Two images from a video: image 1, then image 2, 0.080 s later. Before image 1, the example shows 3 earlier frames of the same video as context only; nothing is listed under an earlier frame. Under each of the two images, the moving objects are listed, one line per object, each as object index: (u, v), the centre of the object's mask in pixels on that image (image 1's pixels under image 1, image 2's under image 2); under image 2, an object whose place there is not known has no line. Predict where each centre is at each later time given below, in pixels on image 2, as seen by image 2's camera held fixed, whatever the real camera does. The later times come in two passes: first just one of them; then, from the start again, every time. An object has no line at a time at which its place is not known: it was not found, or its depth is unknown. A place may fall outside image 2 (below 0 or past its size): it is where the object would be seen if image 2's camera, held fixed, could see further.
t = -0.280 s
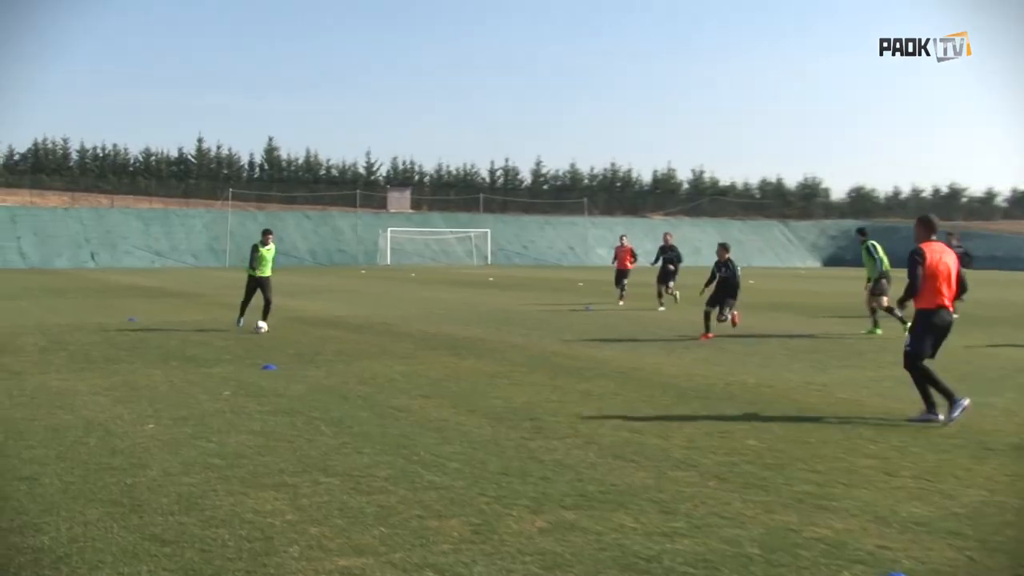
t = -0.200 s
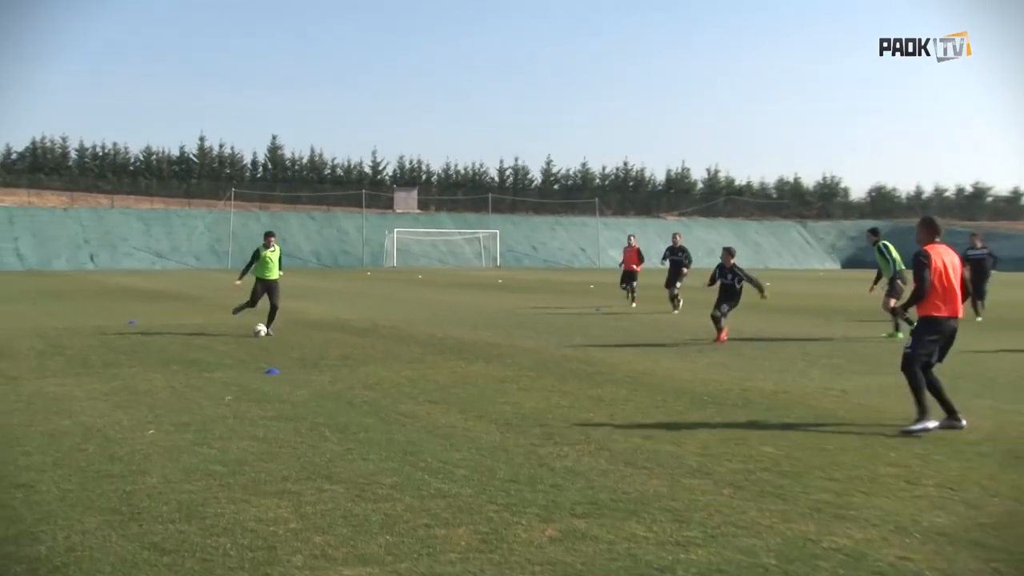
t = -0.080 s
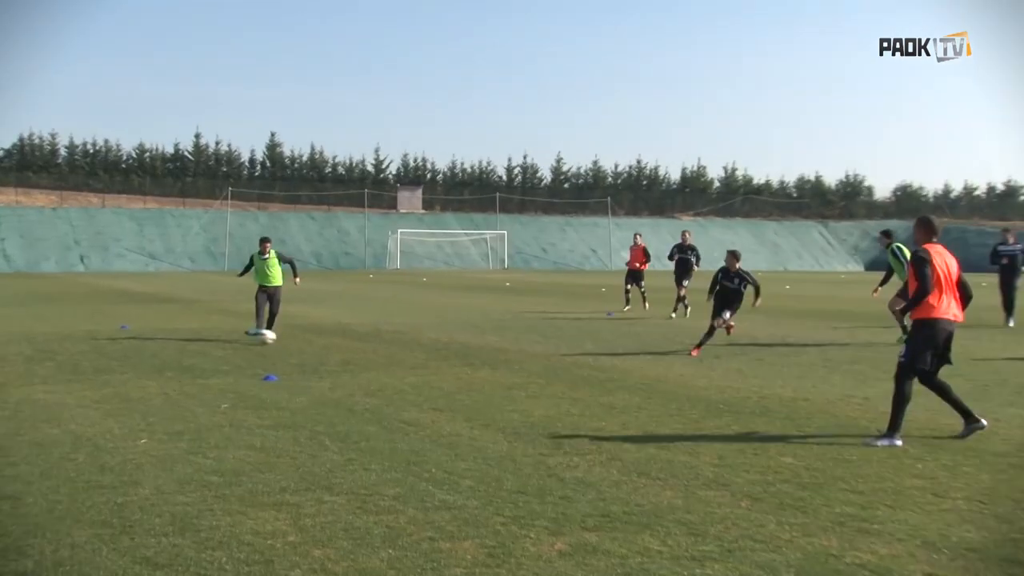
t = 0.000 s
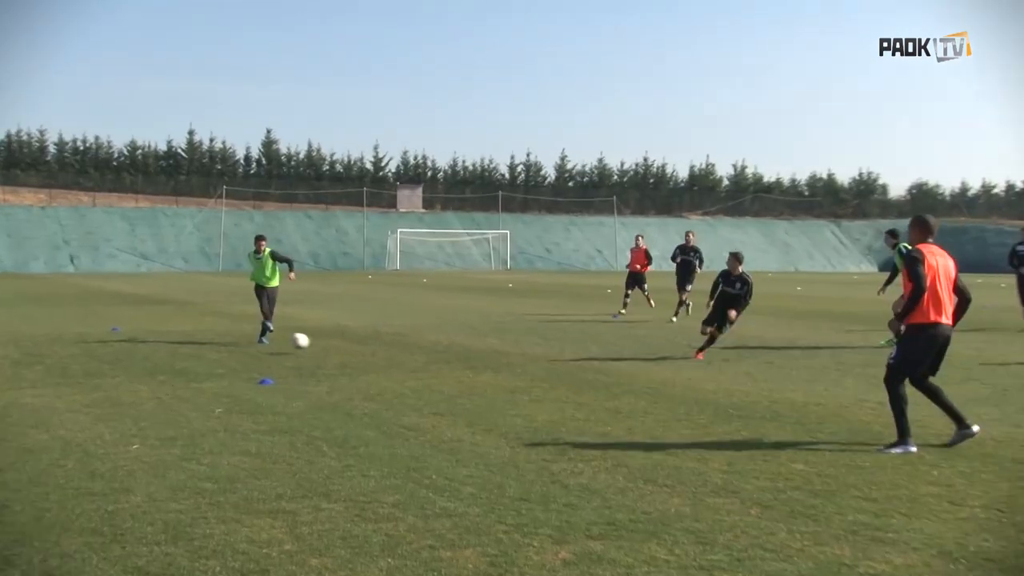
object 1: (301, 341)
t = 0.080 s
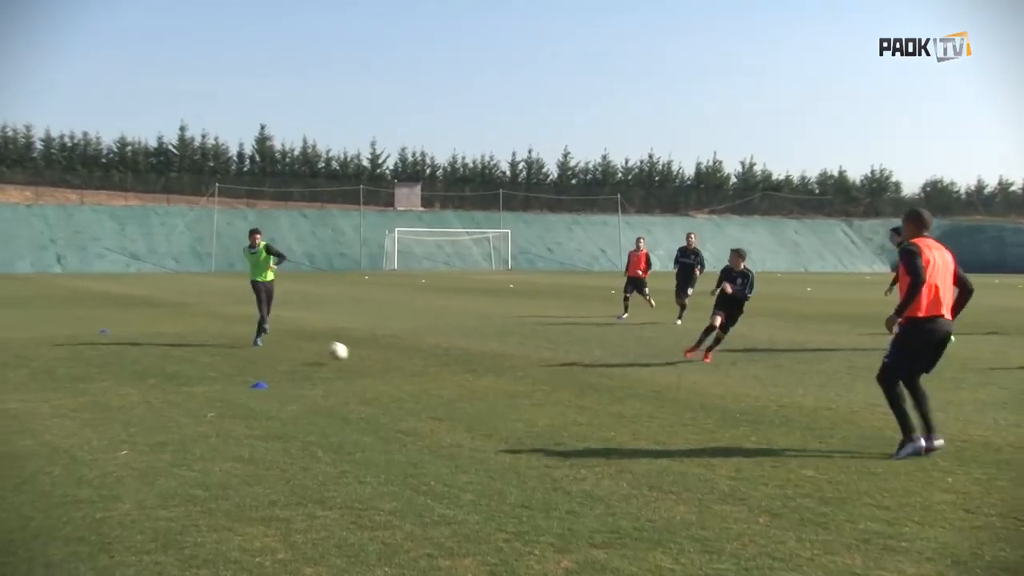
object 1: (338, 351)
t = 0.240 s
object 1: (431, 371)
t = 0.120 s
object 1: (360, 359)
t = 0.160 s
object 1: (383, 365)
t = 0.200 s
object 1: (406, 367)
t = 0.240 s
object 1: (431, 371)
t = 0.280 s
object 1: (459, 376)
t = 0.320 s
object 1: (489, 385)
